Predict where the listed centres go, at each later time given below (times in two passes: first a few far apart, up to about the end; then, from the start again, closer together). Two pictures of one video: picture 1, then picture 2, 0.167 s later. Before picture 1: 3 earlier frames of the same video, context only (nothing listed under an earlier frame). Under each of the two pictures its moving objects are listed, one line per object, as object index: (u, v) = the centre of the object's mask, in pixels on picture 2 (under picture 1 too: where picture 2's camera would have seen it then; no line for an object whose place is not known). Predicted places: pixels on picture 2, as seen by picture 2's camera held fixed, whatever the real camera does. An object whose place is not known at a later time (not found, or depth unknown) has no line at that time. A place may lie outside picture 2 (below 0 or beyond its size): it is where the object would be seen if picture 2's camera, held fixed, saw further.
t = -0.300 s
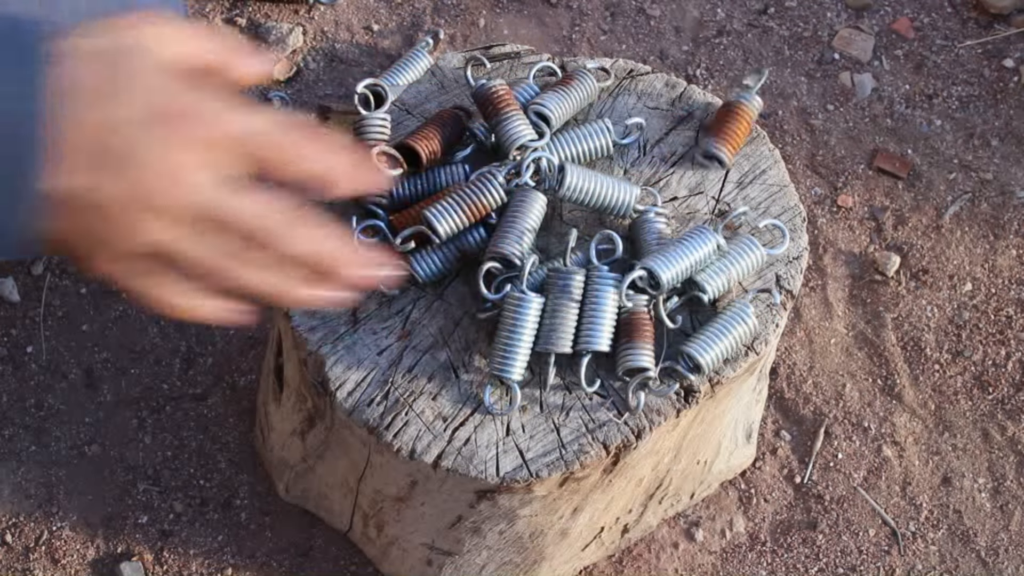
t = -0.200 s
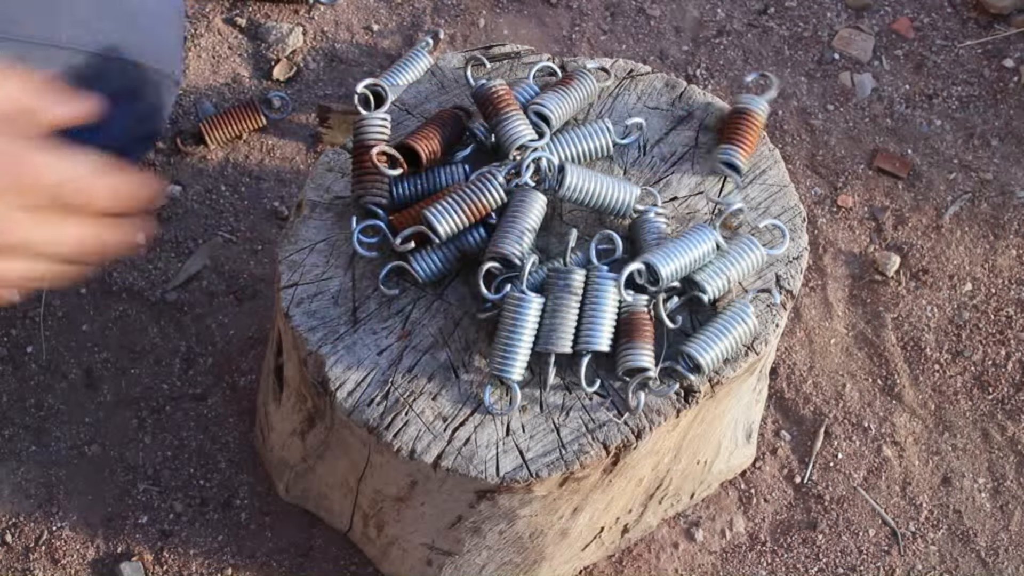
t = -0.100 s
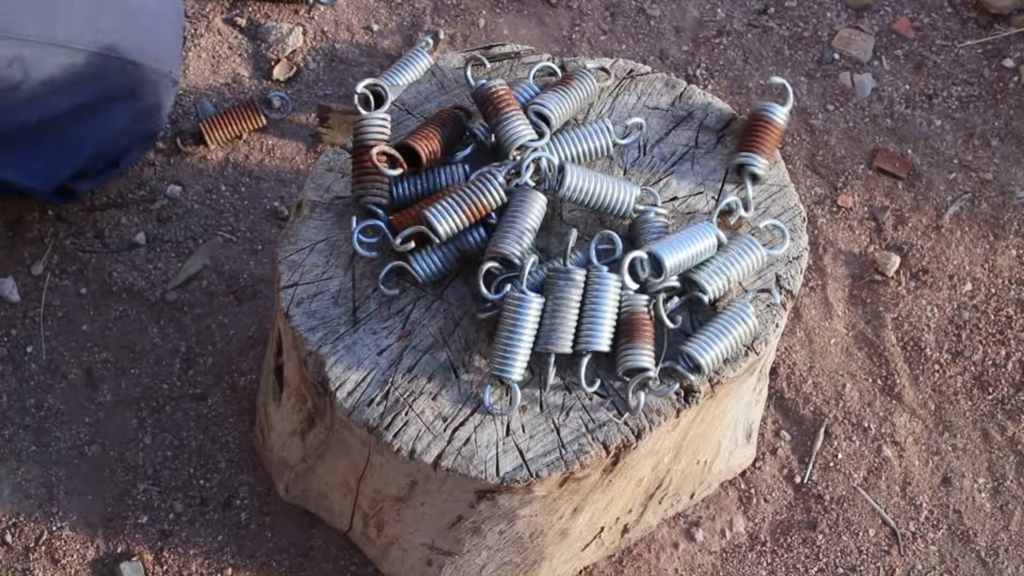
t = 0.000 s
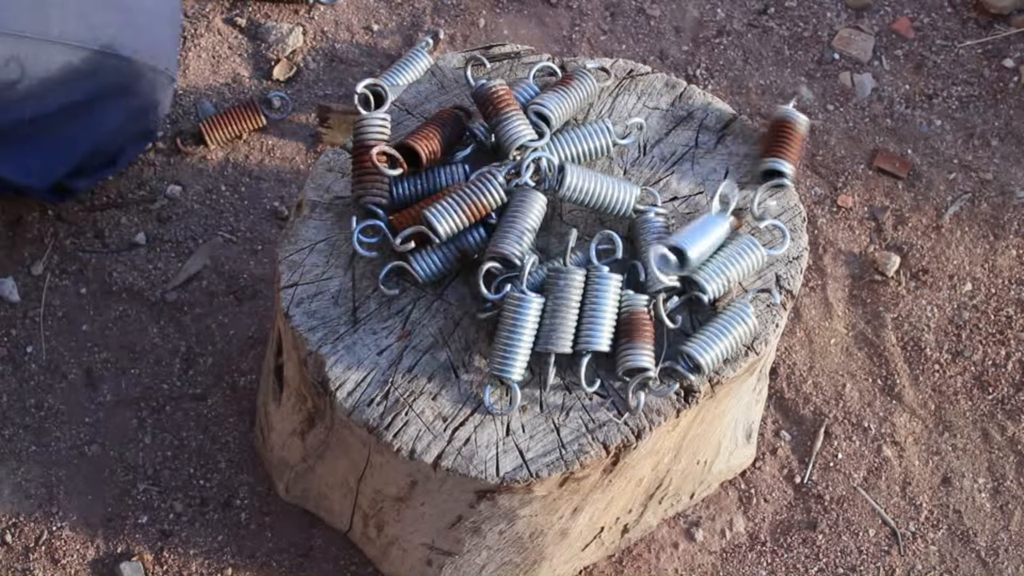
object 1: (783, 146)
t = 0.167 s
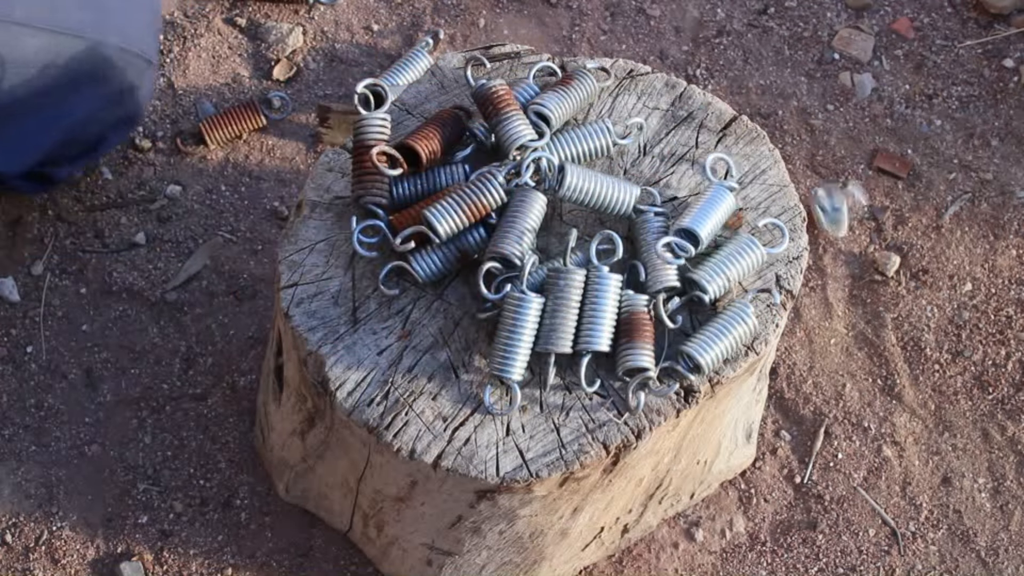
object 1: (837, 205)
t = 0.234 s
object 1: (841, 280)
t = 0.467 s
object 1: (866, 242)
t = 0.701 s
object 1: (866, 242)
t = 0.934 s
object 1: (866, 242)
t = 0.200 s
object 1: (845, 235)
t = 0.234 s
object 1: (841, 280)
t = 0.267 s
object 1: (831, 287)
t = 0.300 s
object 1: (837, 274)
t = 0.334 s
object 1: (858, 262)
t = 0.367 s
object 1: (864, 245)
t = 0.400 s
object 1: (867, 240)
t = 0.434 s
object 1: (866, 241)
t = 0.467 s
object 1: (866, 242)
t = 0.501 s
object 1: (866, 242)
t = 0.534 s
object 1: (866, 242)
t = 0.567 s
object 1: (866, 242)
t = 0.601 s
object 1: (866, 242)
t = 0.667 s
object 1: (866, 242)
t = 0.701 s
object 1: (866, 242)
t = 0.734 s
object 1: (866, 242)
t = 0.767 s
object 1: (866, 242)
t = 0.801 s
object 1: (866, 242)
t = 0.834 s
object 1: (866, 242)
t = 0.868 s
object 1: (866, 242)
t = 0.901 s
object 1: (866, 242)
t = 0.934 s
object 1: (866, 242)
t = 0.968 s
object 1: (866, 242)
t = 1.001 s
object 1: (866, 242)
